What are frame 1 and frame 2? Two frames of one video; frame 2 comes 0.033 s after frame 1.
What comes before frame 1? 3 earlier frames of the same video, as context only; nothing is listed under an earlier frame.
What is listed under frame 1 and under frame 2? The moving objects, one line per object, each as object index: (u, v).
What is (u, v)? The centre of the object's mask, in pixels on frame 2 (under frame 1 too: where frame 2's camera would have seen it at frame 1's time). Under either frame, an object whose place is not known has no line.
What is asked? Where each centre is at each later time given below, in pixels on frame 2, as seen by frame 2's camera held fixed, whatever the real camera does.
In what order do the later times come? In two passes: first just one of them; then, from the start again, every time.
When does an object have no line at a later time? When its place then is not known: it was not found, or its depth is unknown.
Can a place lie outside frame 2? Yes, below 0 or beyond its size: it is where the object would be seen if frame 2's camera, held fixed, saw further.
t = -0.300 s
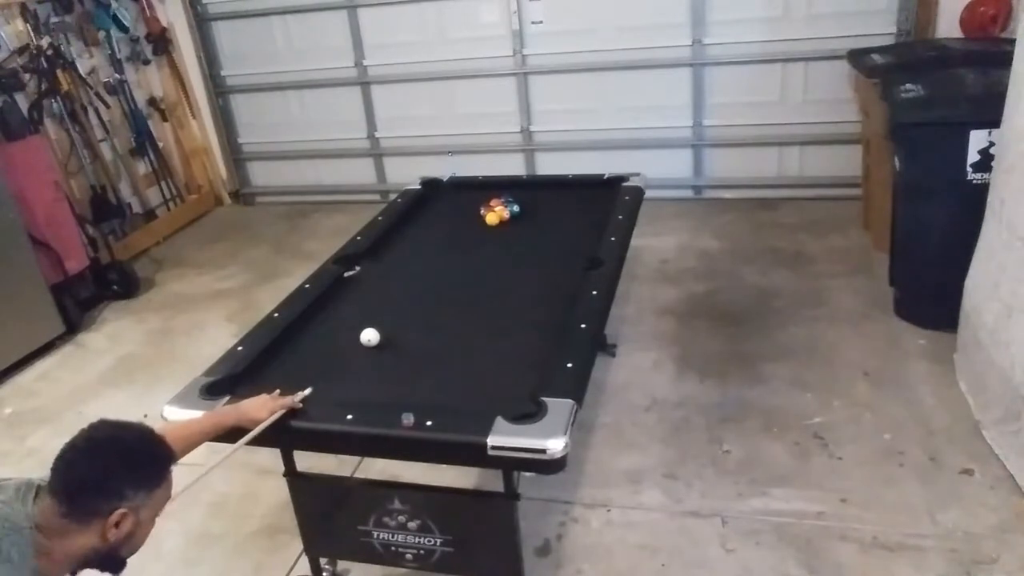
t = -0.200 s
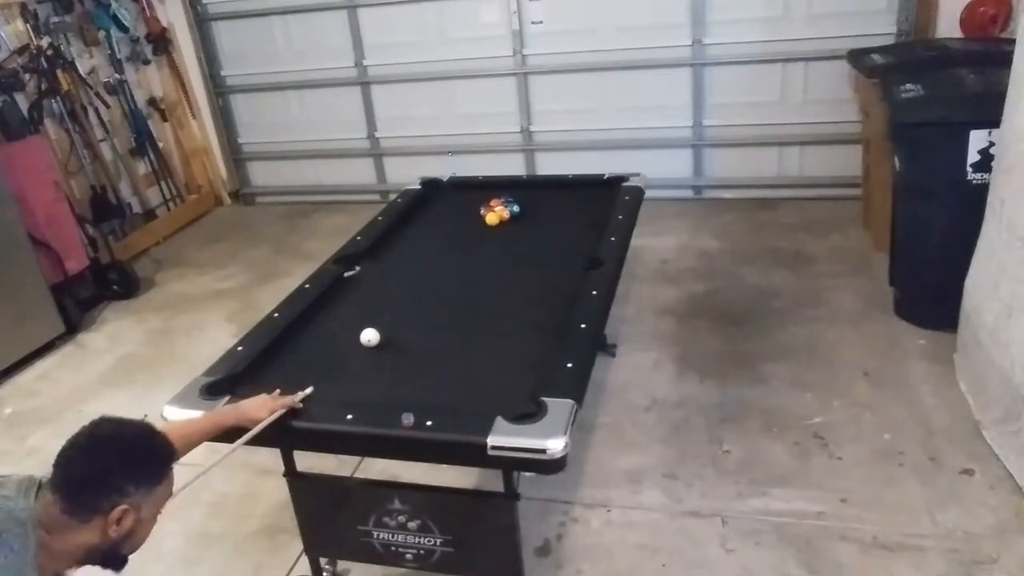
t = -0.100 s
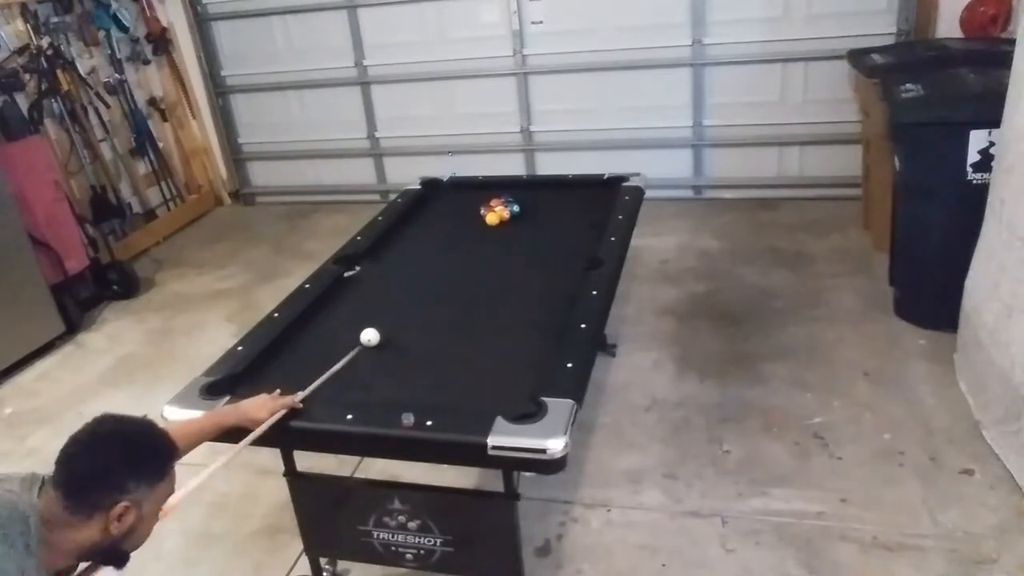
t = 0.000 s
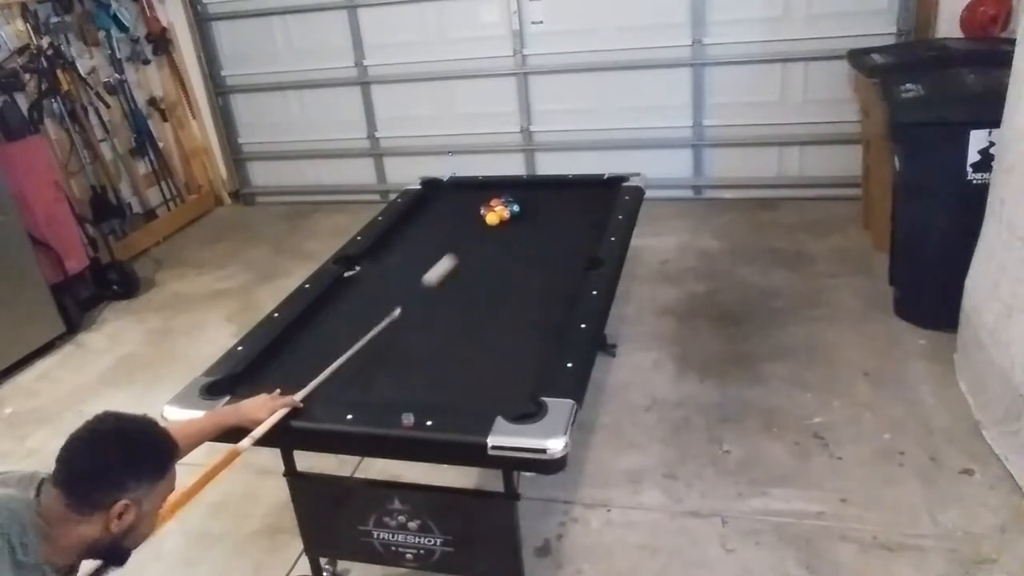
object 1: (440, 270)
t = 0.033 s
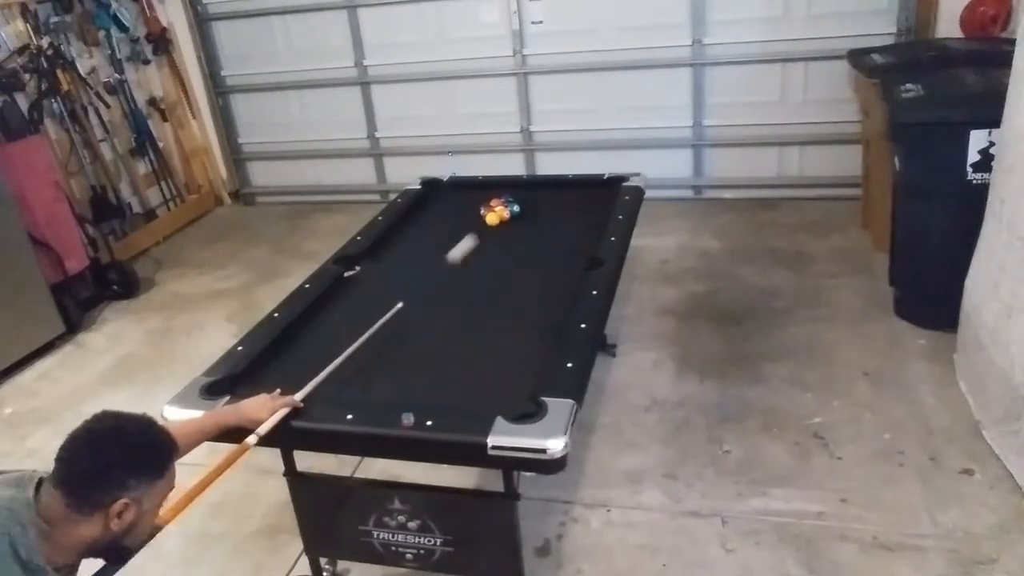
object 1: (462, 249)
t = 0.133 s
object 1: (496, 227)
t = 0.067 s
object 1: (481, 231)
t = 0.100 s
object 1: (492, 226)
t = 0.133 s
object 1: (496, 227)
